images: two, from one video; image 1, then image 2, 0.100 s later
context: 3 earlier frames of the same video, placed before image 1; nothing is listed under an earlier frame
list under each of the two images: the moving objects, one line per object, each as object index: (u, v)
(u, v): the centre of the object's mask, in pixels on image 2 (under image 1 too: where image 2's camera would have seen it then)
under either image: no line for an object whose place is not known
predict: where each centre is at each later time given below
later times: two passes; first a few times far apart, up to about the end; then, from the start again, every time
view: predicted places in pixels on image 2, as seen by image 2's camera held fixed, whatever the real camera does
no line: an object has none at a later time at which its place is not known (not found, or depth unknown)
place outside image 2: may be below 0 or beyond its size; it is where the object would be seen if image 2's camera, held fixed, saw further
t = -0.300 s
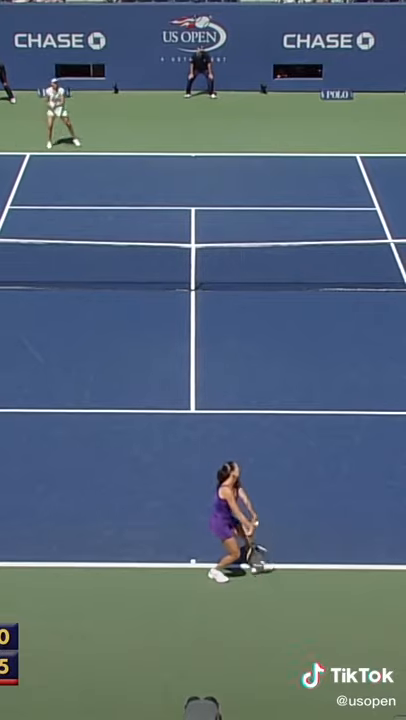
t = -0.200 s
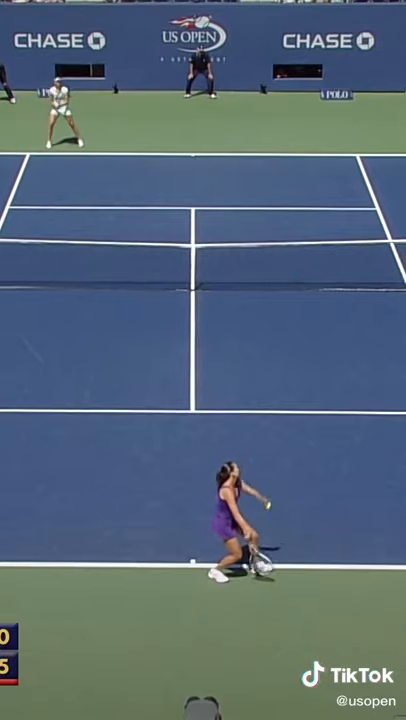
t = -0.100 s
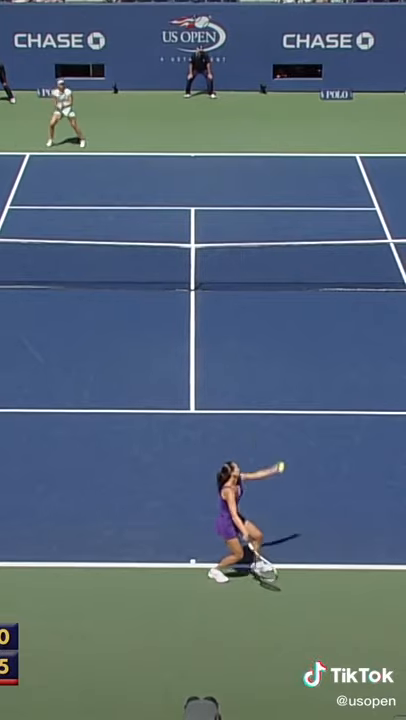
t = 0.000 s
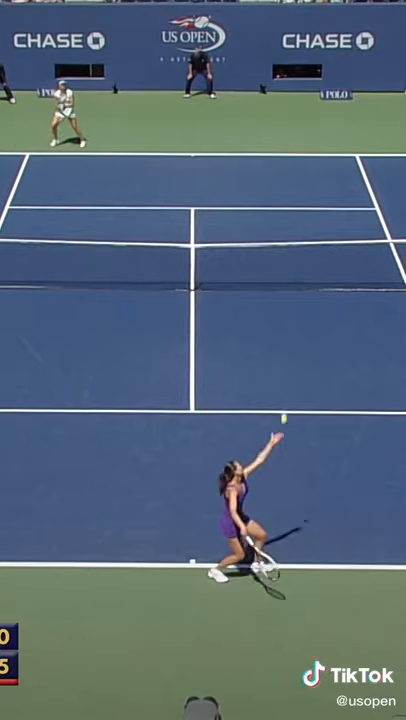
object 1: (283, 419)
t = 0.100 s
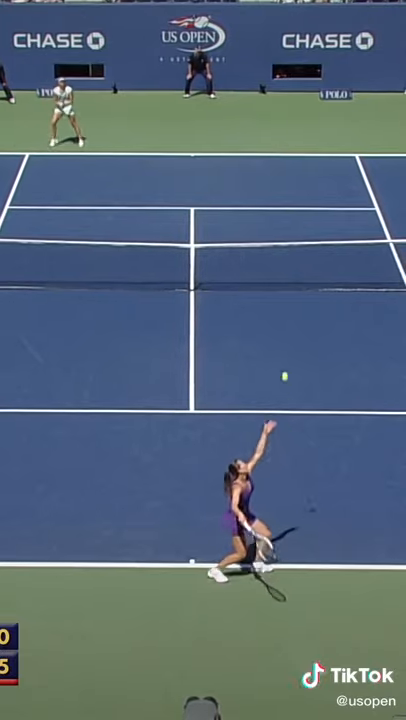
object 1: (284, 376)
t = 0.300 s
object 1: (283, 315)
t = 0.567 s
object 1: (275, 281)
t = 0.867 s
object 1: (253, 305)
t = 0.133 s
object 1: (284, 364)
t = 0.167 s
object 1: (284, 352)
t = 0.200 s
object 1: (284, 342)
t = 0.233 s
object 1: (284, 332)
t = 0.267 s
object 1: (284, 324)
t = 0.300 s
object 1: (283, 315)
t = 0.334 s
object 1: (283, 308)
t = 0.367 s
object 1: (282, 301)
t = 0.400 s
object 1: (281, 296)
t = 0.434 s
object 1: (280, 291)
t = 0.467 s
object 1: (279, 287)
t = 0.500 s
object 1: (278, 284)
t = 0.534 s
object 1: (276, 282)
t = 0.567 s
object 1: (275, 281)
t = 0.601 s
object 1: (274, 281)
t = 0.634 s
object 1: (271, 281)
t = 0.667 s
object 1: (269, 282)
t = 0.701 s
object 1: (267, 284)
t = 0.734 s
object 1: (265, 287)
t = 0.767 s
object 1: (262, 290)
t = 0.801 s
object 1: (259, 294)
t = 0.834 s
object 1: (256, 299)
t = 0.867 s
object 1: (253, 305)
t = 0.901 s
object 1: (249, 312)
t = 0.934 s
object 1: (247, 319)
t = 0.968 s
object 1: (243, 328)
